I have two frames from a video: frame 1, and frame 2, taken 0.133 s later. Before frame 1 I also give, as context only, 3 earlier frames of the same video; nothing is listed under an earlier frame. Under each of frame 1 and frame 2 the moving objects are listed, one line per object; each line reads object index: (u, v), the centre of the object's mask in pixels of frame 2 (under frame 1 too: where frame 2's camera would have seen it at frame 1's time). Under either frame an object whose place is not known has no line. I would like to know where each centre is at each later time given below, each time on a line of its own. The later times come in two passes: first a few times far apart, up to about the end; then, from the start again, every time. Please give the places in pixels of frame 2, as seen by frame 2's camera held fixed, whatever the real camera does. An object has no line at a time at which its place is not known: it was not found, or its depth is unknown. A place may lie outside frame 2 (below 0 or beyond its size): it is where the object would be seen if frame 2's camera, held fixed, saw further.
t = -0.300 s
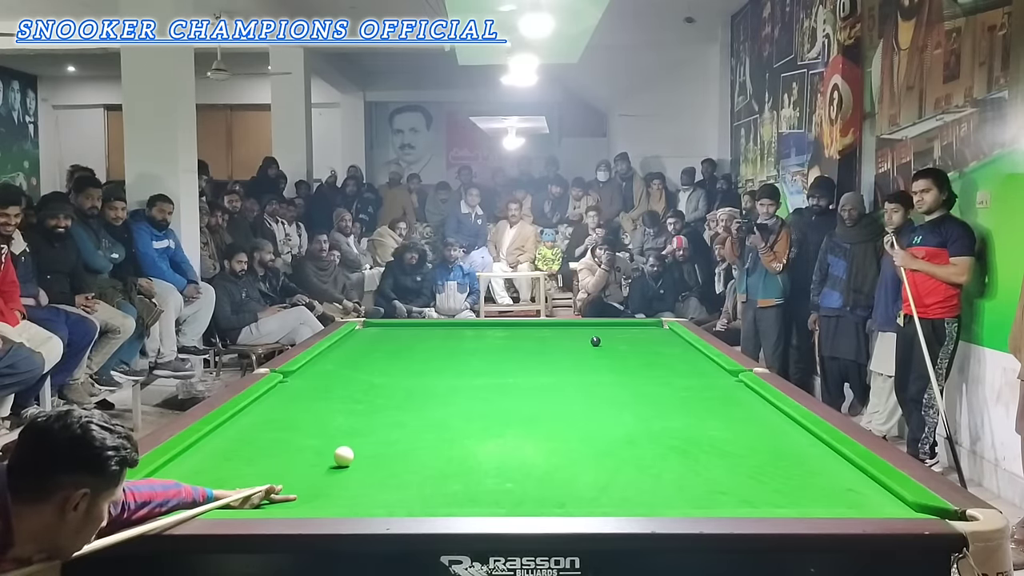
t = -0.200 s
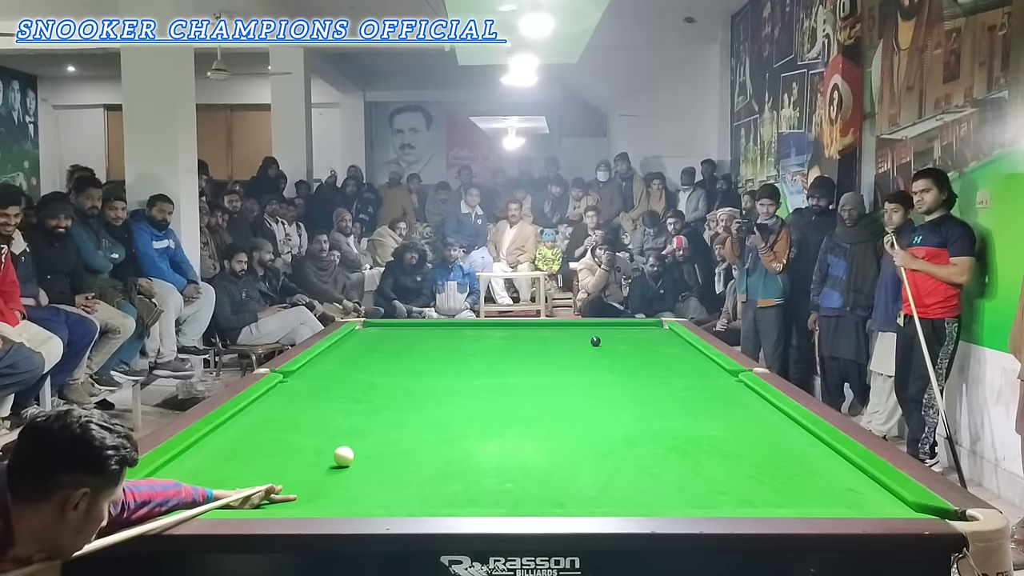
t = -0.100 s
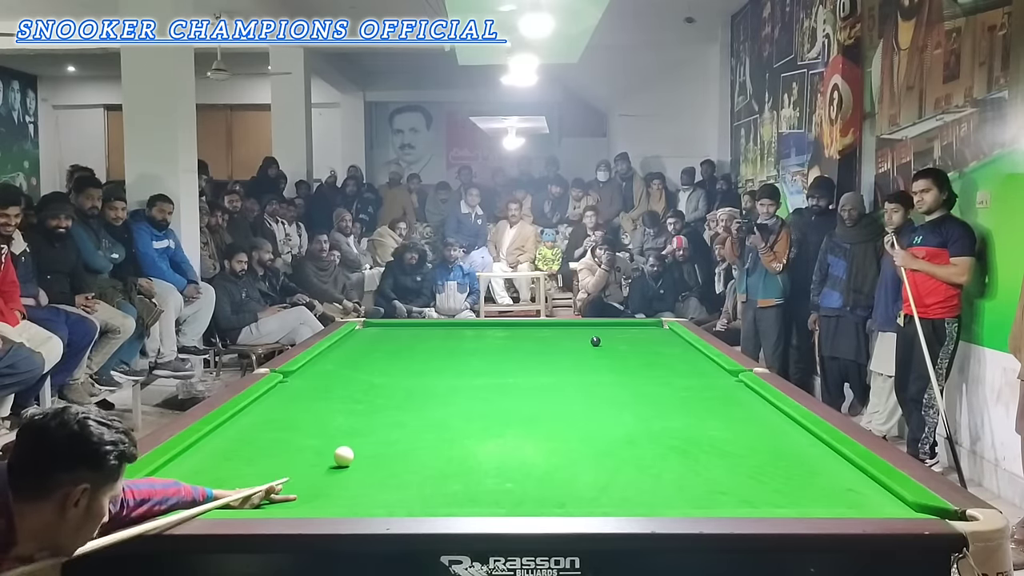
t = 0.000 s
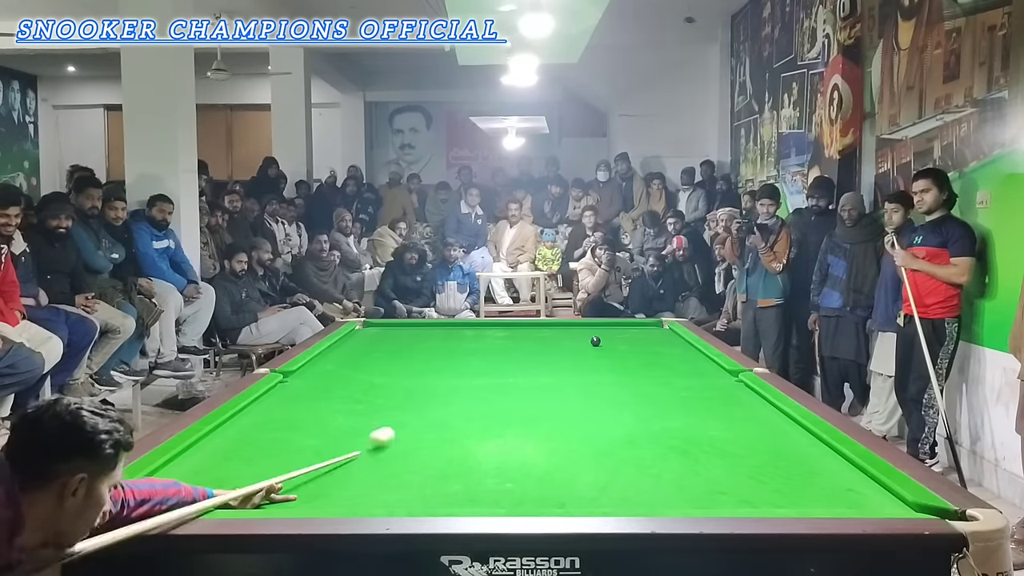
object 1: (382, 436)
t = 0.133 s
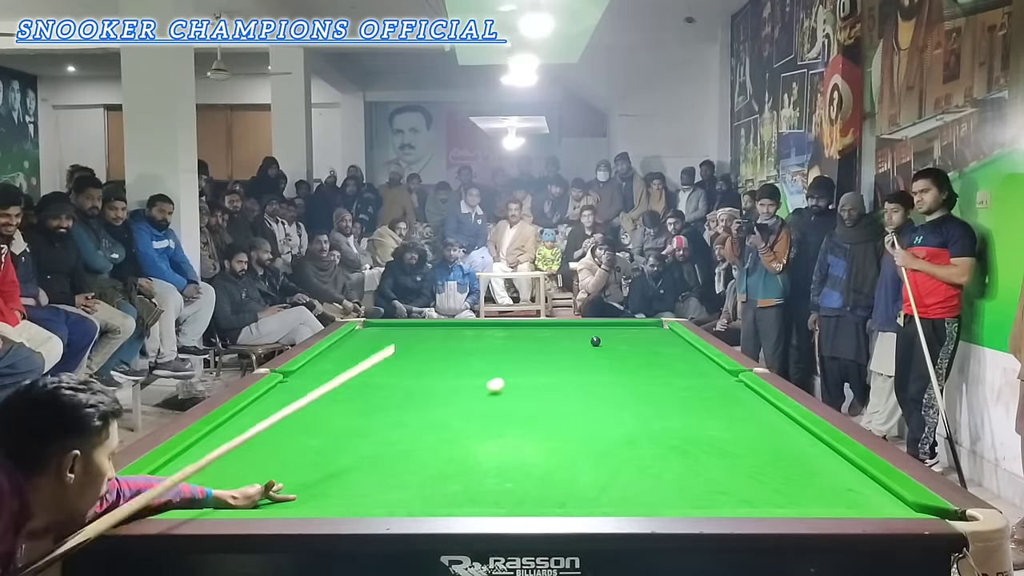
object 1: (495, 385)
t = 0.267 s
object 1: (562, 355)
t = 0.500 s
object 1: (566, 339)
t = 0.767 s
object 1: (534, 335)
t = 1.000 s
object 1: (509, 331)
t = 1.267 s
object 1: (483, 327)
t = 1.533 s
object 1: (459, 324)
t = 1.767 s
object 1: (438, 324)
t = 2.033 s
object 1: (413, 327)
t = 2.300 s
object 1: (388, 329)
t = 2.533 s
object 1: (366, 331)
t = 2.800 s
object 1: (358, 332)
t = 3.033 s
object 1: (368, 334)
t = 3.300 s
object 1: (378, 336)
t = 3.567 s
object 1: (388, 337)
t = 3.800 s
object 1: (397, 338)
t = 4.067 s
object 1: (406, 339)
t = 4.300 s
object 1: (413, 340)
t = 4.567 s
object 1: (419, 341)
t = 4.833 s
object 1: (425, 342)
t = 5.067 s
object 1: (429, 343)
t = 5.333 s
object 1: (433, 343)
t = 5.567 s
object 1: (436, 343)
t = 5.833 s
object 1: (438, 344)
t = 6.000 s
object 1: (439, 344)
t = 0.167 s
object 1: (515, 376)
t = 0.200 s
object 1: (532, 368)
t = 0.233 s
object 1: (548, 361)
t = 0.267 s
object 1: (562, 355)
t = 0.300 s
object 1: (575, 349)
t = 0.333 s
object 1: (586, 343)
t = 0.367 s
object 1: (586, 342)
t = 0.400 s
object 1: (580, 341)
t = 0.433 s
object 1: (575, 340)
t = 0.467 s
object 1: (570, 340)
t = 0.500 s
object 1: (566, 339)
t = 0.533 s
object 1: (562, 338)
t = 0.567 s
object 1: (558, 338)
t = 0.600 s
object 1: (553, 337)
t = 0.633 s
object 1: (549, 337)
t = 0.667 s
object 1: (545, 336)
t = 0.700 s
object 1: (541, 336)
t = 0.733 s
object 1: (538, 335)
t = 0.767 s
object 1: (534, 335)
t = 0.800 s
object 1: (530, 334)
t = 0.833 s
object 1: (526, 334)
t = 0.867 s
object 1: (523, 333)
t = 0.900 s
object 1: (519, 333)
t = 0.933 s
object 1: (516, 332)
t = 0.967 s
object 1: (512, 332)
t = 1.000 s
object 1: (509, 331)
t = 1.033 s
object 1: (505, 331)
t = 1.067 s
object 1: (502, 330)
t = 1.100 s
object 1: (499, 330)
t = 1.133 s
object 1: (495, 329)
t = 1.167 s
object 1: (492, 329)
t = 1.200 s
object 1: (489, 328)
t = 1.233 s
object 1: (486, 328)
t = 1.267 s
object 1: (483, 327)
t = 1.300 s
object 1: (480, 327)
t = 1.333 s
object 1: (477, 327)
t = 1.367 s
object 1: (474, 326)
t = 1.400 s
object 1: (471, 326)
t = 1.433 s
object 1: (468, 326)
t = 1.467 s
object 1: (465, 325)
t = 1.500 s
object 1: (462, 325)
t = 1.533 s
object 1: (459, 324)
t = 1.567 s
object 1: (457, 324)
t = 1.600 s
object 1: (454, 324)
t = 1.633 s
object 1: (451, 323)
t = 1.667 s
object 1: (448, 324)
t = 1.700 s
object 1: (445, 324)
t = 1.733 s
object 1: (442, 324)
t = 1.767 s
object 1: (438, 324)
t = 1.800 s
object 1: (435, 325)
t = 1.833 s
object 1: (432, 325)
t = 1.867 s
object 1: (429, 325)
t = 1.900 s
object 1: (426, 325)
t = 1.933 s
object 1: (422, 326)
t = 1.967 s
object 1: (419, 326)
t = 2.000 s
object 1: (416, 326)
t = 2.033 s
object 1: (413, 327)
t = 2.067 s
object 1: (410, 327)
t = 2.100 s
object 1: (407, 327)
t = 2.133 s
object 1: (403, 327)
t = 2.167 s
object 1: (400, 327)
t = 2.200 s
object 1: (397, 328)
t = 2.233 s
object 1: (394, 328)
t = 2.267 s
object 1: (391, 328)
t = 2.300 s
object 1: (388, 329)
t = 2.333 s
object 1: (385, 329)
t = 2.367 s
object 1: (381, 329)
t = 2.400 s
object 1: (378, 330)
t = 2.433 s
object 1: (375, 330)
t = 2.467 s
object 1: (372, 330)
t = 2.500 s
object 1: (369, 330)
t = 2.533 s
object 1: (366, 331)
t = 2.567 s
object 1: (363, 331)
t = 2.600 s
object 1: (360, 331)
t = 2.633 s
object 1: (357, 331)
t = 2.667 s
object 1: (354, 332)
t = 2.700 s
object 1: (354, 332)
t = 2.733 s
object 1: (355, 332)
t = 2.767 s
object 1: (357, 332)
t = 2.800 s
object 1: (358, 332)
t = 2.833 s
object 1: (359, 332)
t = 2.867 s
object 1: (360, 333)
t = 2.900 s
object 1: (362, 333)
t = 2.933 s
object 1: (363, 333)
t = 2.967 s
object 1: (365, 334)
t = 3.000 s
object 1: (366, 334)
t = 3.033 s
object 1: (368, 334)
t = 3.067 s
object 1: (369, 334)
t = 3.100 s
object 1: (370, 334)
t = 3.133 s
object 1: (372, 335)
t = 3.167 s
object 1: (373, 335)
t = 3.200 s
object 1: (374, 335)
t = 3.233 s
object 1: (376, 335)
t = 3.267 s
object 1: (377, 335)
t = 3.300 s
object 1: (378, 336)
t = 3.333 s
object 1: (380, 336)
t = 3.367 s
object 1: (381, 336)
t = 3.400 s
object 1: (382, 336)
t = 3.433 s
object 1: (383, 336)
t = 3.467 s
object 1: (385, 336)
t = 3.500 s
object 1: (386, 337)
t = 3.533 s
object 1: (387, 337)
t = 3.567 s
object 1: (388, 337)
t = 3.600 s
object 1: (390, 337)
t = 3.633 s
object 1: (391, 338)
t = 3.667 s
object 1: (392, 338)
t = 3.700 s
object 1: (393, 338)
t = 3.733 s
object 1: (394, 338)
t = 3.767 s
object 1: (396, 338)
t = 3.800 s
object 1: (397, 338)
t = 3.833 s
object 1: (398, 338)
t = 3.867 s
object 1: (399, 338)
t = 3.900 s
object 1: (400, 338)
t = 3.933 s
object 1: (401, 339)
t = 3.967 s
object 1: (402, 339)
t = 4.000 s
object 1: (403, 339)
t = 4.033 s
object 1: (405, 339)
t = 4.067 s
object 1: (406, 339)
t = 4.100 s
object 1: (407, 339)
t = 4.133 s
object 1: (408, 340)
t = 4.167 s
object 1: (409, 340)
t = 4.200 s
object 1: (410, 340)
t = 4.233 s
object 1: (410, 340)
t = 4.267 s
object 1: (412, 340)
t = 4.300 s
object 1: (413, 340)
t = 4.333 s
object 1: (414, 340)
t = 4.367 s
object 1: (414, 340)
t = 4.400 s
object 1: (415, 341)
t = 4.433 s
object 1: (416, 341)
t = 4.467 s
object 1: (417, 341)
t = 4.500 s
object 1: (418, 341)
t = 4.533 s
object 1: (419, 341)
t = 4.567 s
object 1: (419, 341)
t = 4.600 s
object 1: (420, 341)
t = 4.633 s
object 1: (421, 341)
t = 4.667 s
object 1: (422, 341)
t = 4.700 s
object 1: (423, 342)
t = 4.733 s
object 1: (423, 342)
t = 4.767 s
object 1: (424, 342)
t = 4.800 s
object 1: (425, 342)
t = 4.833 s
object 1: (425, 342)
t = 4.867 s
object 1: (426, 342)
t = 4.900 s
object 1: (427, 342)
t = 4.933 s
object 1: (427, 342)
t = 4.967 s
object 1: (428, 342)
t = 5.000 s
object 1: (428, 343)
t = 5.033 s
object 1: (429, 343)
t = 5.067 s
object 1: (429, 343)
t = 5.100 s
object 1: (430, 343)
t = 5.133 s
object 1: (431, 343)
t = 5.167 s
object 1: (431, 343)
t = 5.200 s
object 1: (432, 343)
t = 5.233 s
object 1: (432, 343)
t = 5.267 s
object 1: (433, 343)
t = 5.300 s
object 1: (433, 343)
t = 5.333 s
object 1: (433, 343)
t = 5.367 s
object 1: (434, 343)
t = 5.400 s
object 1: (434, 343)
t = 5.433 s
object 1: (435, 343)
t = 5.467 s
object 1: (435, 343)
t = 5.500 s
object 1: (435, 343)
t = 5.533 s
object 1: (436, 343)
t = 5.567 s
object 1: (436, 343)
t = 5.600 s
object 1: (436, 344)
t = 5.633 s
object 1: (437, 344)
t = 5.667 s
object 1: (437, 344)
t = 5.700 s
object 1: (437, 344)
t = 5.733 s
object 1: (437, 344)
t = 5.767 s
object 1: (439, 344)
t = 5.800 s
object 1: (436, 342)
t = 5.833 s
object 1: (438, 344)
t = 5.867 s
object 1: (439, 344)
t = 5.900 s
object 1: (439, 344)
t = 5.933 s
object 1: (439, 344)
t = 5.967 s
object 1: (439, 344)
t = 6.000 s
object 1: (439, 344)
